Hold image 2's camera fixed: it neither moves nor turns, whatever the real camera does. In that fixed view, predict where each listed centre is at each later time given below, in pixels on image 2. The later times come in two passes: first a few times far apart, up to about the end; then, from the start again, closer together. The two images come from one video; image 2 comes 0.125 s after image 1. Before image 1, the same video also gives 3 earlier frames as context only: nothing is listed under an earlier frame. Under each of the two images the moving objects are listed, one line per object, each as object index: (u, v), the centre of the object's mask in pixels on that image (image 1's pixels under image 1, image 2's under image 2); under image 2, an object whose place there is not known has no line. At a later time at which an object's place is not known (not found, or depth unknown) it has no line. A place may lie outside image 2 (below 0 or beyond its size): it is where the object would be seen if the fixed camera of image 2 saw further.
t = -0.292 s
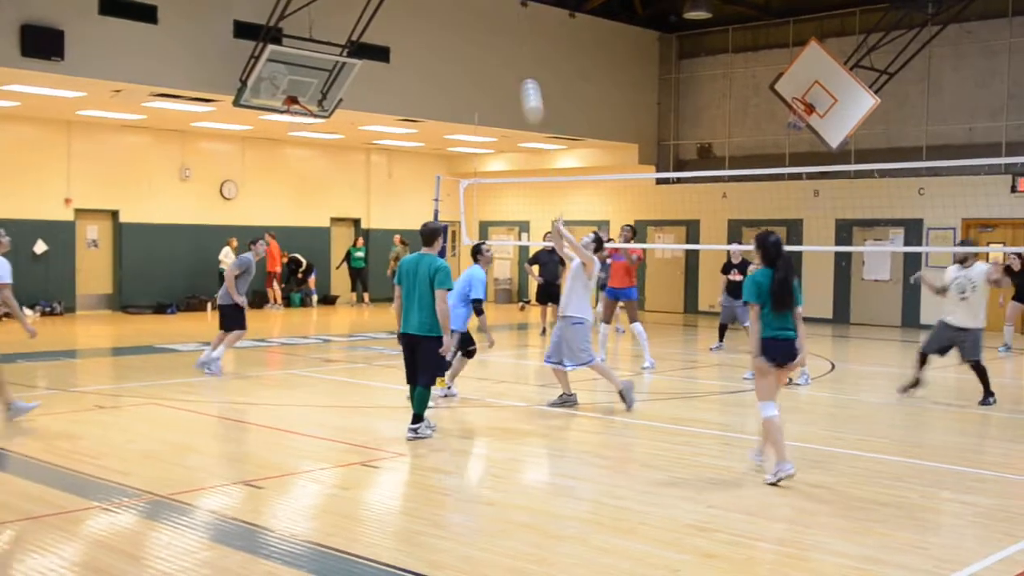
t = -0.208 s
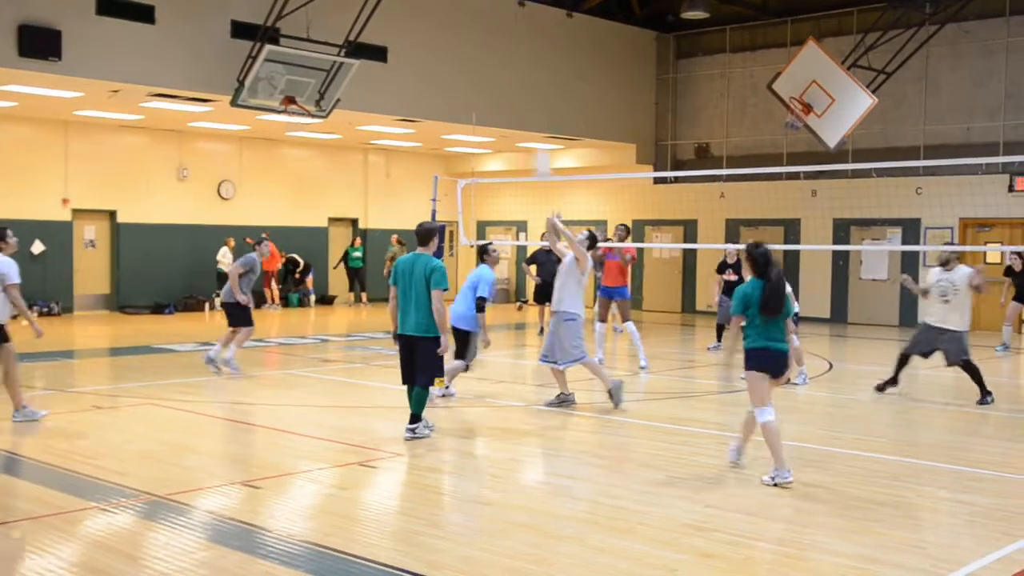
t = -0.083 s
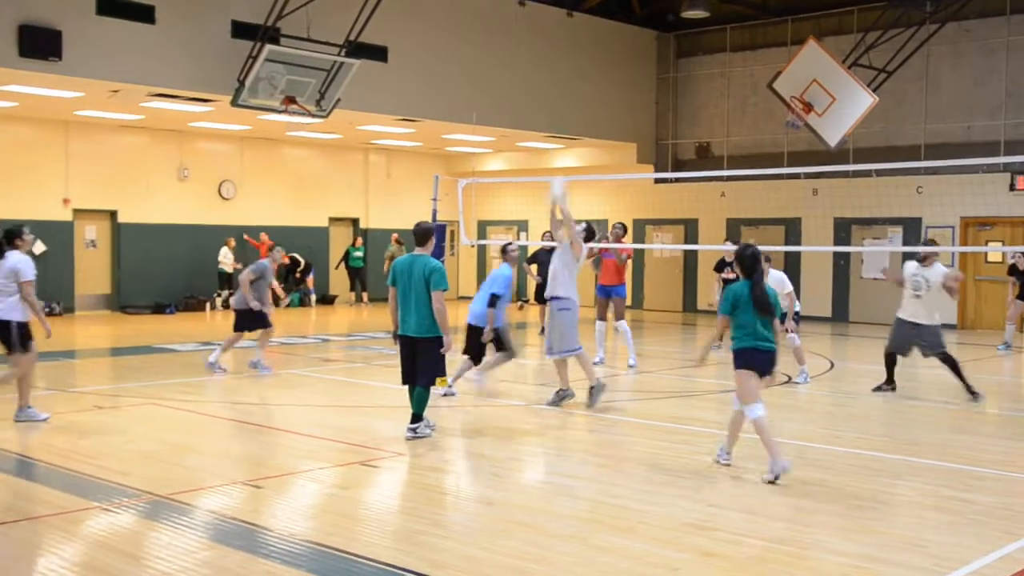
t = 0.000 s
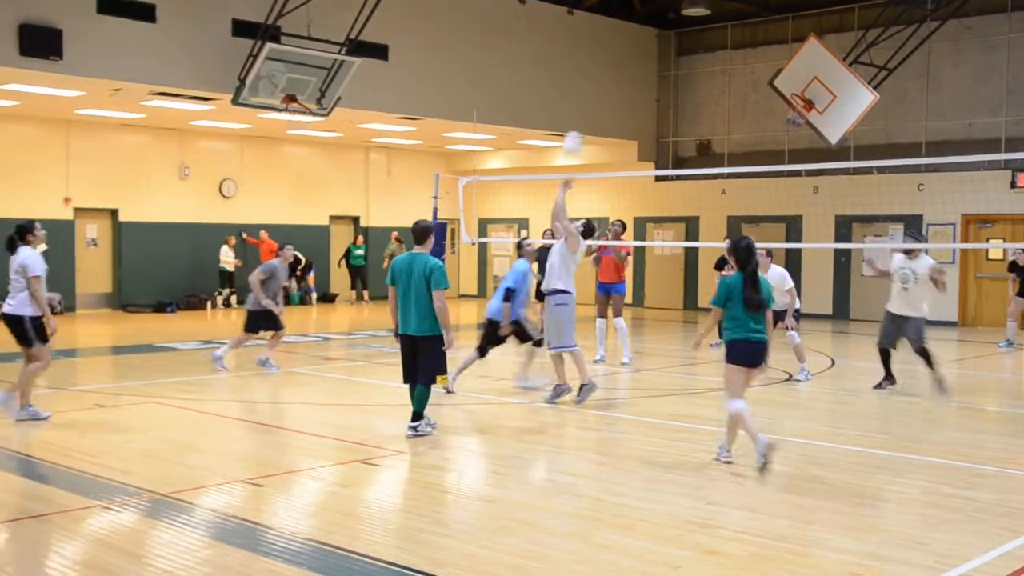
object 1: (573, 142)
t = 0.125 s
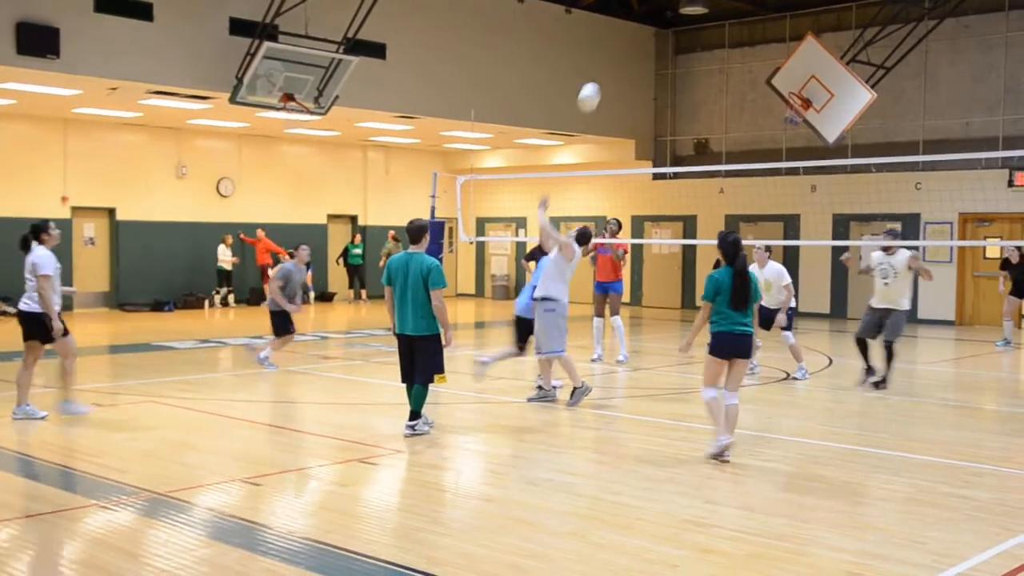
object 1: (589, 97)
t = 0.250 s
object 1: (607, 64)
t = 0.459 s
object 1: (635, 45)
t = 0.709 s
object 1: (665, 74)
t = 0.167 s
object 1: (595, 85)
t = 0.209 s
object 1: (601, 74)
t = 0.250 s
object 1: (607, 64)
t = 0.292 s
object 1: (613, 57)
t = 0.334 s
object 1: (618, 51)
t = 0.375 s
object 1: (624, 47)
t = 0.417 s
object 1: (629, 45)
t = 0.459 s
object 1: (635, 45)
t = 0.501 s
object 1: (640, 46)
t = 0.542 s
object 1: (645, 48)
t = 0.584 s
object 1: (651, 52)
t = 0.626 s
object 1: (655, 58)
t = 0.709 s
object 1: (665, 74)
